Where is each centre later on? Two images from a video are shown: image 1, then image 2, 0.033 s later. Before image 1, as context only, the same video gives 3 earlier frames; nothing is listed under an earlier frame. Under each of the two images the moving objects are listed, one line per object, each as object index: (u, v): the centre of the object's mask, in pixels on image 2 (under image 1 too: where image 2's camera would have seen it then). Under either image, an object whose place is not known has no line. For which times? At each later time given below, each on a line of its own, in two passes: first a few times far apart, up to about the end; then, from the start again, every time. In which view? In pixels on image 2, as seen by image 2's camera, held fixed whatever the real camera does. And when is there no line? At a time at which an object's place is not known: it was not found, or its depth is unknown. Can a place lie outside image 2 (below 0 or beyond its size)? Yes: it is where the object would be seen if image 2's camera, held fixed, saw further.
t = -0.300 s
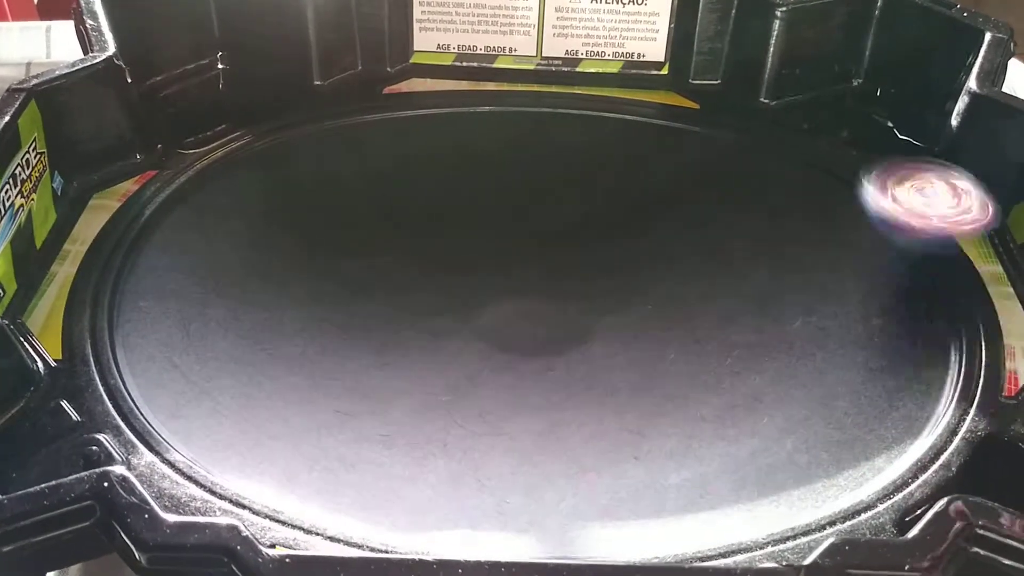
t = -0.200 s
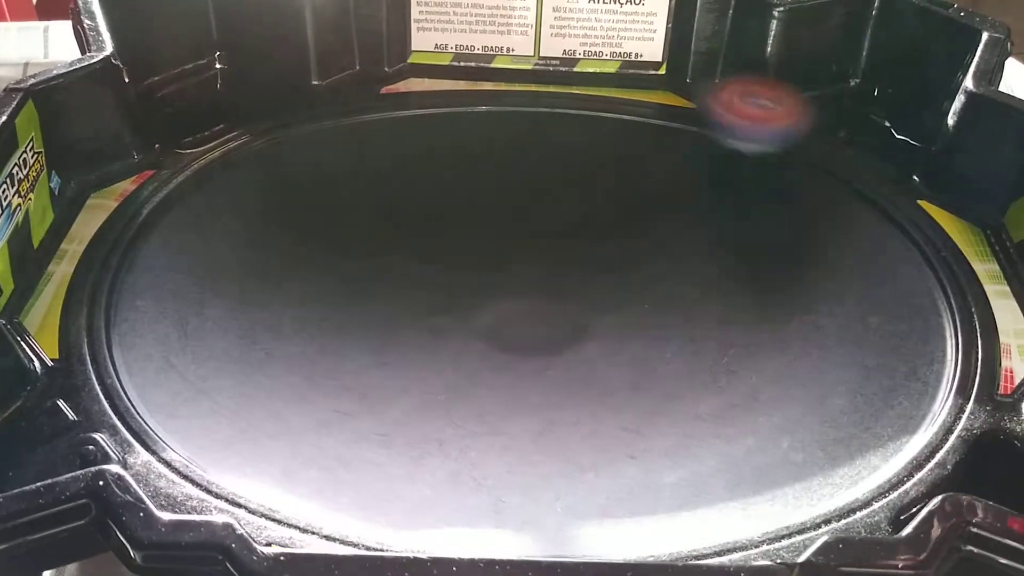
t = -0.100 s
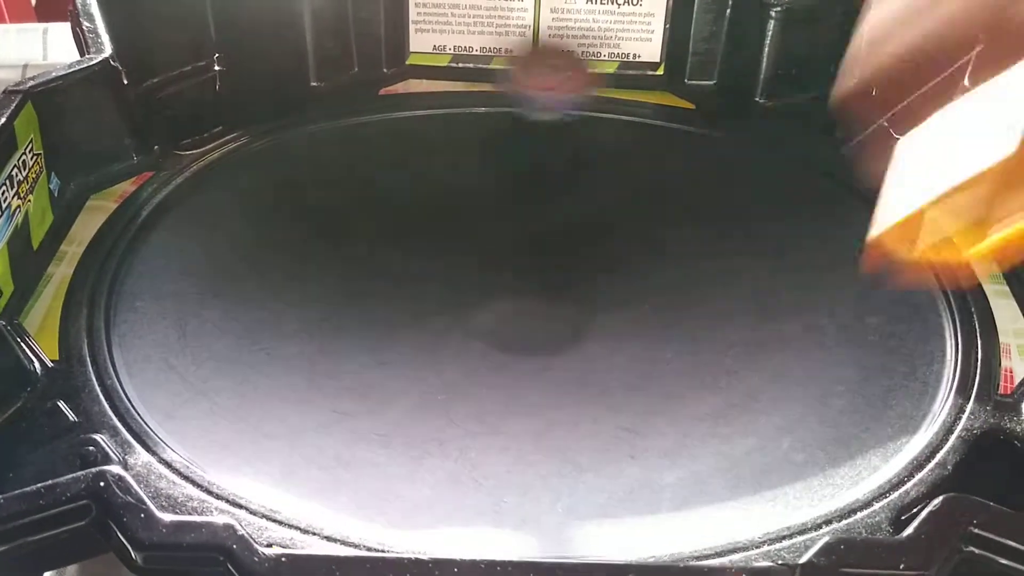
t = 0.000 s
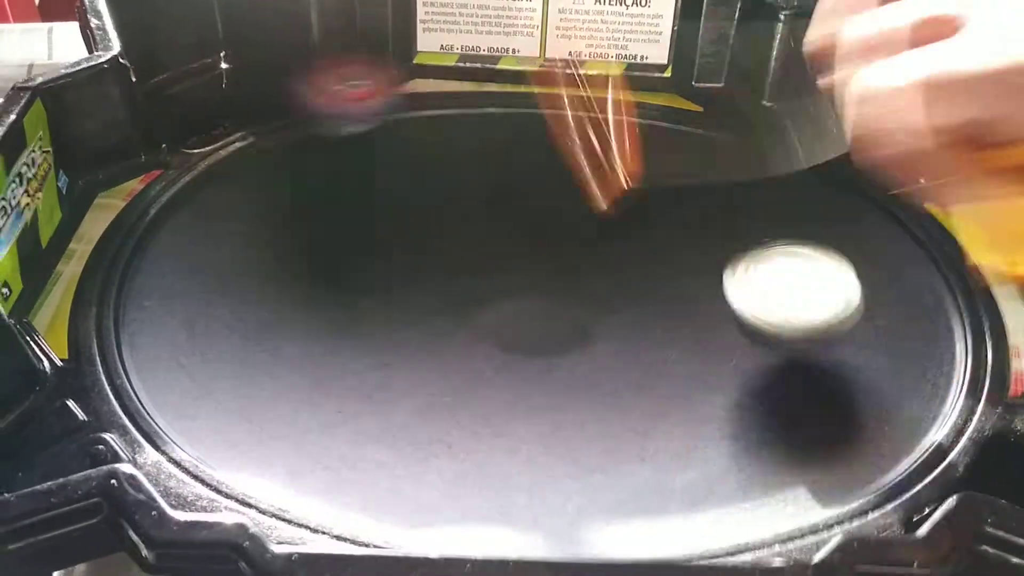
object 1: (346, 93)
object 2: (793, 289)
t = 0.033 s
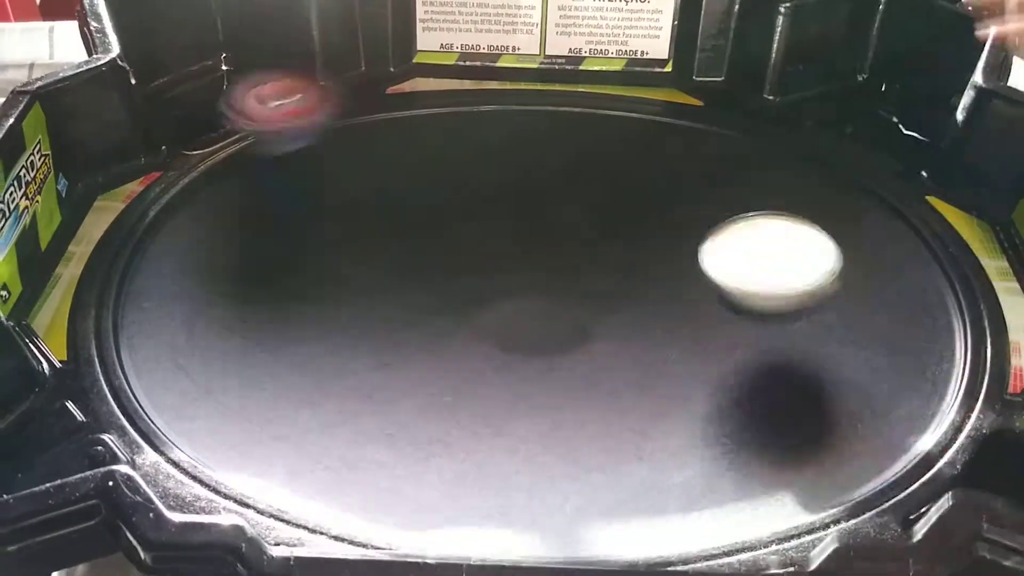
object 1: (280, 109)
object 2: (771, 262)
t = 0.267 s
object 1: (292, 440)
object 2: (521, 240)
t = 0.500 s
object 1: (842, 340)
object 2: (248, 322)
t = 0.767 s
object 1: (704, 79)
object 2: (373, 443)
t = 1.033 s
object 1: (357, 144)
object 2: (790, 299)
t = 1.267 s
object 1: (248, 425)
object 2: (714, 114)
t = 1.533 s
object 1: (830, 426)
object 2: (333, 180)
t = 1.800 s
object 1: (774, 176)
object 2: (242, 447)
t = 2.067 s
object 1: (345, 167)
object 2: (720, 320)
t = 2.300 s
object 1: (176, 386)
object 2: (754, 93)
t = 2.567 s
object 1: (700, 421)
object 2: (434, 190)
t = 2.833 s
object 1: (673, 174)
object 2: (201, 406)
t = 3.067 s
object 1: (345, 133)
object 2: (624, 390)
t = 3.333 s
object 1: (221, 356)
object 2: (806, 127)
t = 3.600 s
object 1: (707, 389)
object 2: (473, 159)
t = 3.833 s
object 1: (748, 189)
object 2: (221, 337)
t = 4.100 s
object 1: (421, 141)
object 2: (583, 447)
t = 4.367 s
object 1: (325, 358)
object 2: (832, 206)
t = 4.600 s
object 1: (719, 414)
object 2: (620, 123)
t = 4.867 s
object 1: (775, 215)
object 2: (274, 278)
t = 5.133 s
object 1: (452, 190)
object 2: (463, 472)
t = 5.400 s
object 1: (324, 359)
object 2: (784, 292)
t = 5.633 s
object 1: (636, 409)
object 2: (635, 133)
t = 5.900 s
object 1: (663, 238)
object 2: (315, 202)
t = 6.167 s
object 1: (400, 199)
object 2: (370, 469)
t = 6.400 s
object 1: (322, 323)
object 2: (787, 346)
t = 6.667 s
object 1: (595, 371)
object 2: (697, 106)
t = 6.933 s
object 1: (663, 228)
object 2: (326, 165)
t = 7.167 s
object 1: (497, 183)
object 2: (259, 398)
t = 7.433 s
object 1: (391, 306)
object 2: (802, 410)
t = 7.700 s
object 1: (617, 375)
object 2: (779, 170)
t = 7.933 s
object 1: (707, 274)
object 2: (451, 143)
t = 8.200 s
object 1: (525, 216)
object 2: (288, 360)
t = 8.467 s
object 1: (389, 311)
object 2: (708, 413)
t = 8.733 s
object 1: (543, 377)
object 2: (737, 230)
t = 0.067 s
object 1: (215, 131)
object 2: (746, 251)
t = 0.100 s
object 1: (166, 167)
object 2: (713, 256)
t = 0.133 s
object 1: (131, 216)
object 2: (679, 247)
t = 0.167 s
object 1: (123, 282)
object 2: (643, 242)
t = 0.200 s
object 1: (147, 343)
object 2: (604, 238)
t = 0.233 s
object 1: (201, 399)
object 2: (563, 239)
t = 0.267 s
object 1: (292, 440)
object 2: (521, 240)
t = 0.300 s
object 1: (398, 465)
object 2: (478, 244)
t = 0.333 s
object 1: (498, 472)
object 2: (433, 253)
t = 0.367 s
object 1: (599, 464)
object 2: (390, 262)
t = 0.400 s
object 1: (684, 447)
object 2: (349, 275)
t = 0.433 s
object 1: (753, 419)
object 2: (310, 289)
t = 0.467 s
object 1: (804, 381)
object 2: (276, 306)
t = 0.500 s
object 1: (842, 340)
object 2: (248, 322)
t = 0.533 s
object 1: (865, 299)
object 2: (226, 344)
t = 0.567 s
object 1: (872, 258)
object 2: (213, 366)
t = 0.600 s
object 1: (866, 219)
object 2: (209, 389)
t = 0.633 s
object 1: (850, 181)
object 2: (215, 410)
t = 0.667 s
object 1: (827, 147)
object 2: (236, 426)
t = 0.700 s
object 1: (792, 116)
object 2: (273, 436)
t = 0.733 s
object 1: (749, 94)
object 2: (320, 442)
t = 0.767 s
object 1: (704, 79)
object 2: (373, 443)
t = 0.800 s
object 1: (660, 64)
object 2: (430, 440)
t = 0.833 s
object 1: (618, 54)
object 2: (493, 438)
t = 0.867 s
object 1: (578, 61)
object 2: (557, 428)
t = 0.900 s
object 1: (541, 67)
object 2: (623, 414)
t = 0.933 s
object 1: (503, 80)
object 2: (679, 393)
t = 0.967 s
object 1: (460, 97)
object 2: (728, 364)
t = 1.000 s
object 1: (409, 120)
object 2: (765, 333)
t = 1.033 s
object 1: (357, 144)
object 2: (790, 299)
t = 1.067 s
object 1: (311, 173)
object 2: (804, 264)
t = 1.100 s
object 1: (273, 207)
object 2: (807, 230)
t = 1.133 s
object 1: (238, 246)
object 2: (801, 199)
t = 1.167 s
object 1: (217, 284)
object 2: (788, 172)
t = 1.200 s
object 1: (211, 332)
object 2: (768, 148)
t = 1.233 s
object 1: (220, 379)
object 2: (744, 129)
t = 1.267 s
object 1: (248, 425)
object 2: (714, 114)
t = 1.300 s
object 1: (304, 451)
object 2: (679, 105)
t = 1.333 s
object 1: (383, 467)
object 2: (640, 100)
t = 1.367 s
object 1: (461, 477)
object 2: (598, 103)
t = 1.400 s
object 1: (539, 482)
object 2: (552, 109)
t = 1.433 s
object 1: (629, 481)
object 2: (502, 122)
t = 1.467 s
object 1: (705, 472)
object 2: (447, 136)
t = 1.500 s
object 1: (774, 453)
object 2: (390, 154)
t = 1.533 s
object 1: (830, 426)
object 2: (333, 180)
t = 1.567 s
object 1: (867, 394)
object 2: (278, 206)
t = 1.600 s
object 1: (890, 357)
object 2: (222, 241)
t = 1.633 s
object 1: (900, 320)
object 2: (175, 276)
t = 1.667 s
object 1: (896, 286)
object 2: (131, 315)
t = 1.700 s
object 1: (882, 254)
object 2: (136, 340)
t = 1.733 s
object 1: (854, 225)
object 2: (161, 371)
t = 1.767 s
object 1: (817, 199)
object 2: (194, 429)
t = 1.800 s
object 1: (774, 176)
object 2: (242, 447)
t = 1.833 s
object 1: (725, 159)
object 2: (299, 456)
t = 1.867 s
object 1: (675, 146)
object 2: (361, 464)
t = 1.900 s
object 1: (621, 138)
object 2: (428, 461)
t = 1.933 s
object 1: (564, 136)
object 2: (501, 444)
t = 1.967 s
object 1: (507, 136)
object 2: (570, 422)
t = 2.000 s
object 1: (451, 141)
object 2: (630, 393)
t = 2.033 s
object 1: (397, 151)
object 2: (679, 358)
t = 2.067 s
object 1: (345, 167)
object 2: (720, 320)
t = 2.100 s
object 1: (295, 186)
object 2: (751, 280)
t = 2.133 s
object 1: (249, 212)
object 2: (769, 239)
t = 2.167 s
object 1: (207, 240)
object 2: (781, 202)
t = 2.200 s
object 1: (180, 272)
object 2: (785, 168)
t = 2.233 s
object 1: (158, 312)
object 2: (782, 138)
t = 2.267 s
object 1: (153, 352)
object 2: (772, 110)
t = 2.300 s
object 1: (176, 386)
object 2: (754, 93)
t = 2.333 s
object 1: (236, 414)
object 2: (728, 92)
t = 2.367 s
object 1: (298, 438)
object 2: (699, 99)
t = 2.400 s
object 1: (368, 460)
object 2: (664, 110)
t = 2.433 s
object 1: (443, 472)
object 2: (624, 121)
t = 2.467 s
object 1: (516, 474)
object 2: (581, 135)
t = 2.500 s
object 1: (590, 464)
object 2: (534, 152)
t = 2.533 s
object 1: (653, 445)
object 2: (485, 171)
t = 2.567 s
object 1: (700, 421)
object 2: (434, 190)
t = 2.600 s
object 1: (736, 389)
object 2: (379, 209)
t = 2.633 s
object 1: (760, 355)
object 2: (326, 232)
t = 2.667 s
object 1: (771, 319)
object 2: (279, 259)
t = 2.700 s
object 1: (769, 285)
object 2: (239, 288)
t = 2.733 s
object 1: (753, 252)
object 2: (211, 317)
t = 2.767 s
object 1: (733, 224)
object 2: (192, 351)
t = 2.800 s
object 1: (706, 197)
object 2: (187, 380)
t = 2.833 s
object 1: (673, 174)
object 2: (201, 406)
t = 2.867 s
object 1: (635, 155)
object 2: (235, 425)
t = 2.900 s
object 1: (592, 141)
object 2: (283, 438)
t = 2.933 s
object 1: (543, 130)
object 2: (342, 444)
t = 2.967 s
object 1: (494, 124)
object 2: (413, 441)
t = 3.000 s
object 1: (443, 123)
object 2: (482, 433)
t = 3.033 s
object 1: (393, 125)
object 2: (557, 417)
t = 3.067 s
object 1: (345, 133)
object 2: (624, 390)
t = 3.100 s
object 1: (300, 147)
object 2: (684, 361)
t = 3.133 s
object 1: (260, 166)
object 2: (731, 329)
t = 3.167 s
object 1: (226, 190)
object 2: (770, 292)
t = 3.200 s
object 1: (198, 217)
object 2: (795, 255)
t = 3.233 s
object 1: (184, 247)
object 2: (811, 217)
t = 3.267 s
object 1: (180, 283)
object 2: (818, 185)
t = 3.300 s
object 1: (192, 320)
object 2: (815, 155)
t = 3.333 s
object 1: (221, 356)
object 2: (806, 127)
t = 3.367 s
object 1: (264, 387)
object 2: (787, 106)
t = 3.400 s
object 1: (321, 413)
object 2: (755, 103)
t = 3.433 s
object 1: (388, 428)
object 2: (718, 111)
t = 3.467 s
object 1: (458, 439)
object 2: (677, 115)
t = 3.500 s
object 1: (531, 436)
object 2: (630, 125)
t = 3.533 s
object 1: (601, 428)
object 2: (580, 135)
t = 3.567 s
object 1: (656, 412)
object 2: (529, 147)
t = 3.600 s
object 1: (707, 389)
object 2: (473, 159)
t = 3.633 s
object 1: (745, 361)
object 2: (421, 177)
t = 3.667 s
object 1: (771, 331)
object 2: (370, 194)
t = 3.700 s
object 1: (787, 302)
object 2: (325, 217)
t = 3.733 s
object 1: (790, 270)
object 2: (286, 244)
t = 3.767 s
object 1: (783, 242)
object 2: (254, 274)
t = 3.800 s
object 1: (770, 214)
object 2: (232, 303)
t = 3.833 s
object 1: (748, 189)
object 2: (221, 337)
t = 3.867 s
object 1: (717, 166)
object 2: (222, 368)
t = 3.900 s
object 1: (682, 148)
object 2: (237, 400)
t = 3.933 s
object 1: (645, 133)
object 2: (269, 427)
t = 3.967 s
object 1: (602, 126)
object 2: (313, 450)
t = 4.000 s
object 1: (556, 123)
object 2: (371, 463)
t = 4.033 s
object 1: (510, 123)
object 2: (438, 465)
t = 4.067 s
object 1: (464, 128)
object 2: (510, 461)
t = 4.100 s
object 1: (421, 141)
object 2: (583, 447)
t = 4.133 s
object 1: (382, 157)
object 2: (651, 428)
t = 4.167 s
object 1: (349, 178)
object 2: (711, 402)
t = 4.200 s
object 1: (321, 203)
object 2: (757, 370)
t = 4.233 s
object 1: (301, 231)
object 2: (794, 337)
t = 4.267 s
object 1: (289, 258)
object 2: (820, 301)
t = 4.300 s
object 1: (286, 293)
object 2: (834, 268)
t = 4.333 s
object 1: (299, 328)
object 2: (838, 235)
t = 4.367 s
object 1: (325, 358)
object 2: (832, 206)
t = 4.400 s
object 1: (365, 388)
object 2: (818, 180)
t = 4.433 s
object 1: (418, 413)
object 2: (798, 158)
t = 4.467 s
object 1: (472, 426)
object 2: (772, 142)
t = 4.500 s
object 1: (539, 436)
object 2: (741, 129)
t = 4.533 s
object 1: (608, 436)
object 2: (706, 123)
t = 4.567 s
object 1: (665, 429)
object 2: (665, 121)
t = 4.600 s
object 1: (719, 414)
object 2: (620, 123)
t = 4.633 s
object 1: (762, 391)
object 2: (573, 130)
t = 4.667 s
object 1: (794, 366)
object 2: (522, 140)
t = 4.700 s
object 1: (816, 340)
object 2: (473, 154)
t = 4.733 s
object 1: (828, 312)
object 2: (425, 170)
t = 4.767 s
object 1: (829, 284)
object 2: (380, 190)
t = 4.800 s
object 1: (819, 258)
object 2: (339, 215)
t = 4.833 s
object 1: (800, 234)
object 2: (303, 244)
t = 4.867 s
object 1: (775, 215)
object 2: (274, 278)
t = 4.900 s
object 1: (743, 197)
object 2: (256, 308)
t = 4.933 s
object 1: (707, 183)
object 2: (249, 345)
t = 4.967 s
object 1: (668, 174)
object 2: (253, 379)
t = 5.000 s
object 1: (625, 169)
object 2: (270, 412)
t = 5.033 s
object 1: (582, 167)
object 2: (302, 440)
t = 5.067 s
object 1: (539, 171)
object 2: (344, 460)
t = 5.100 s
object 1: (495, 177)
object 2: (401, 468)
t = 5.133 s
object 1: (452, 190)
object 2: (463, 472)
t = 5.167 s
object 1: (418, 203)
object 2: (527, 465)
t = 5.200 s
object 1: (384, 219)
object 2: (587, 453)
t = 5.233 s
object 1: (355, 239)
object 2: (642, 434)
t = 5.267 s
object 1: (335, 260)
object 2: (686, 412)
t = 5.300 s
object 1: (318, 283)
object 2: (724, 387)
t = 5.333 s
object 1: (311, 310)
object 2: (752, 358)
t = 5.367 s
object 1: (313, 336)
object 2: (774, 326)
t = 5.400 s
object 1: (324, 359)
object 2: (784, 292)
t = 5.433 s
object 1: (352, 383)
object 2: (784, 259)
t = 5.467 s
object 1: (390, 404)
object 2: (776, 227)
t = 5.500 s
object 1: (436, 420)
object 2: (759, 200)
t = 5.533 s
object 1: (484, 428)
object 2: (734, 177)
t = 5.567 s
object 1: (541, 430)
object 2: (704, 157)
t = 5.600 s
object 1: (594, 423)
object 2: (672, 143)
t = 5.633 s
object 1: (636, 409)
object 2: (635, 133)
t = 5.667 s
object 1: (668, 391)
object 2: (598, 127)
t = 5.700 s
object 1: (690, 369)
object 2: (557, 126)
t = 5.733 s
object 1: (705, 349)
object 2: (516, 129)
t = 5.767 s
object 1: (712, 323)
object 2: (474, 136)
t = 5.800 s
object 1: (710, 300)
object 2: (433, 148)
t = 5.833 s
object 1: (701, 278)
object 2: (391, 162)
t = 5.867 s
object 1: (682, 256)
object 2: (351, 180)
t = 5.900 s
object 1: (663, 238)
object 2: (315, 202)
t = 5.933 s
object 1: (638, 221)
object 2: (281, 229)
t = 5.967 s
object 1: (609, 208)
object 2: (256, 260)
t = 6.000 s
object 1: (576, 198)
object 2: (239, 296)
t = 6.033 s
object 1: (540, 192)
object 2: (235, 332)
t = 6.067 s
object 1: (502, 189)
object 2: (244, 372)
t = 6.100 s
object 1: (465, 190)
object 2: (269, 411)
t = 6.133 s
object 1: (432, 193)
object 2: (313, 447)
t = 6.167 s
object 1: (400, 199)
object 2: (370, 469)
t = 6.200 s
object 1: (373, 210)
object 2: (436, 481)
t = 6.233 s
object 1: (347, 224)
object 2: (511, 480)
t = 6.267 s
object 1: (329, 241)
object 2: (584, 469)
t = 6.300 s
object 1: (315, 257)
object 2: (651, 448)
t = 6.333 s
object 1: (309, 280)
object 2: (709, 418)
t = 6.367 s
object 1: (311, 302)
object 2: (755, 383)
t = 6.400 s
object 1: (322, 323)
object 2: (787, 346)
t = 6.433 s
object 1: (342, 343)
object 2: (807, 308)
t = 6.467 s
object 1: (368, 360)
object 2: (814, 268)
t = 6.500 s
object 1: (402, 373)
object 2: (810, 230)
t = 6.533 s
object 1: (436, 381)
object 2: (800, 198)
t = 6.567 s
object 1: (478, 387)
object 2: (781, 168)
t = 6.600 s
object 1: (519, 386)
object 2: (757, 143)
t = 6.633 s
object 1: (558, 381)
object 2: (728, 123)
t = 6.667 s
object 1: (595, 371)
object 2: (697, 106)
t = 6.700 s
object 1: (625, 360)
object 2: (663, 95)
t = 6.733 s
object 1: (652, 343)
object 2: (621, 95)
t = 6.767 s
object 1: (669, 325)
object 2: (577, 98)
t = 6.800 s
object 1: (681, 300)
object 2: (530, 104)
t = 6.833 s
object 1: (686, 283)
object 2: (479, 115)
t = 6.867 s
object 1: (683, 264)
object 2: (425, 126)
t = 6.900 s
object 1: (676, 246)
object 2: (374, 144)
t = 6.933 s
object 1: (663, 228)
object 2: (326, 165)
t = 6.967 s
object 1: (646, 212)
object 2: (286, 189)
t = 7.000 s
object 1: (624, 200)
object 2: (252, 218)
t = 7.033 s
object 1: (601, 192)
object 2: (227, 250)
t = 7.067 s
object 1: (576, 185)
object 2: (214, 284)
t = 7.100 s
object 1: (551, 181)
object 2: (213, 321)
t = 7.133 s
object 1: (524, 180)
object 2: (228, 359)
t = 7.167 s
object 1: (497, 183)
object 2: (259, 398)
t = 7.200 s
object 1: (468, 190)
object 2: (306, 431)
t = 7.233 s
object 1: (444, 199)
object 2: (369, 456)
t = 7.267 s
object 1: (422, 213)
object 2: (440, 473)
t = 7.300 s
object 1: (406, 229)
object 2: (522, 481)
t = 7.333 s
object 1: (393, 247)
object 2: (603, 478)
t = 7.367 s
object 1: (386, 263)
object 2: (681, 462)
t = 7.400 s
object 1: (385, 283)
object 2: (749, 439)
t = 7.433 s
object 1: (391, 306)
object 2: (802, 410)
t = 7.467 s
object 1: (402, 324)
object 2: (839, 375)
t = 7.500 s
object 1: (422, 345)
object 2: (861, 339)
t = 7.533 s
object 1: (447, 358)
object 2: (873, 307)
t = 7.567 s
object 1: (479, 371)
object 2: (871, 276)
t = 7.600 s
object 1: (512, 375)
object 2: (861, 247)
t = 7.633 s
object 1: (546, 379)
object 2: (839, 218)
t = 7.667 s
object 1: (582, 379)
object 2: (812, 193)
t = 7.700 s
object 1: (617, 375)
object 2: (779, 170)
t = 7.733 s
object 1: (647, 365)
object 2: (740, 152)
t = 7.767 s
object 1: (675, 354)
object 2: (698, 139)
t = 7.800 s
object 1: (692, 338)
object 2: (652, 130)
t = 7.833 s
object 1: (705, 321)
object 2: (604, 126)
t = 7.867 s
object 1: (711, 306)
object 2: (552, 126)
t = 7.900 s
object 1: (711, 289)
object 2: (501, 131)
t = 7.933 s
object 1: (707, 274)
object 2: (451, 143)
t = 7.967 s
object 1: (693, 257)
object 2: (404, 159)
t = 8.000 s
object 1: (676, 246)
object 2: (361, 181)
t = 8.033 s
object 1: (657, 233)
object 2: (326, 207)
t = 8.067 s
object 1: (634, 224)
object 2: (298, 232)
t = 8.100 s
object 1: (608, 217)
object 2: (278, 265)
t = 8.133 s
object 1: (581, 214)
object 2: (269, 296)
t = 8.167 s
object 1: (553, 213)
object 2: (271, 327)
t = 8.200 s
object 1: (525, 216)
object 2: (288, 360)
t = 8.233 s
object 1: (498, 220)
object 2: (317, 391)
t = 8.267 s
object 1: (474, 228)
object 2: (360, 417)
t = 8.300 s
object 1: (452, 237)
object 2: (414, 437)
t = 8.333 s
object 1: (431, 249)
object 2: (470, 449)
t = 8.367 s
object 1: (413, 263)
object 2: (537, 452)
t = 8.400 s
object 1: (398, 277)
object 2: (601, 447)
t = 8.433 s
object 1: (391, 295)
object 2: (659, 432)
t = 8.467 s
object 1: (389, 311)
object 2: (708, 413)
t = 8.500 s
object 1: (395, 326)
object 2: (743, 387)
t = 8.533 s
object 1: (403, 344)
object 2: (768, 361)
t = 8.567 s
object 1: (418, 358)
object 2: (782, 333)
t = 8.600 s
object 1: (440, 369)
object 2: (788, 310)
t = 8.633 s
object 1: (462, 376)
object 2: (785, 286)
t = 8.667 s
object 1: (491, 379)
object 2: (775, 265)
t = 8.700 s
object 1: (516, 380)
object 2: (759, 245)
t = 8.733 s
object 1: (543, 377)
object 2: (737, 230)
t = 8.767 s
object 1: (572, 376)
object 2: (708, 215)
